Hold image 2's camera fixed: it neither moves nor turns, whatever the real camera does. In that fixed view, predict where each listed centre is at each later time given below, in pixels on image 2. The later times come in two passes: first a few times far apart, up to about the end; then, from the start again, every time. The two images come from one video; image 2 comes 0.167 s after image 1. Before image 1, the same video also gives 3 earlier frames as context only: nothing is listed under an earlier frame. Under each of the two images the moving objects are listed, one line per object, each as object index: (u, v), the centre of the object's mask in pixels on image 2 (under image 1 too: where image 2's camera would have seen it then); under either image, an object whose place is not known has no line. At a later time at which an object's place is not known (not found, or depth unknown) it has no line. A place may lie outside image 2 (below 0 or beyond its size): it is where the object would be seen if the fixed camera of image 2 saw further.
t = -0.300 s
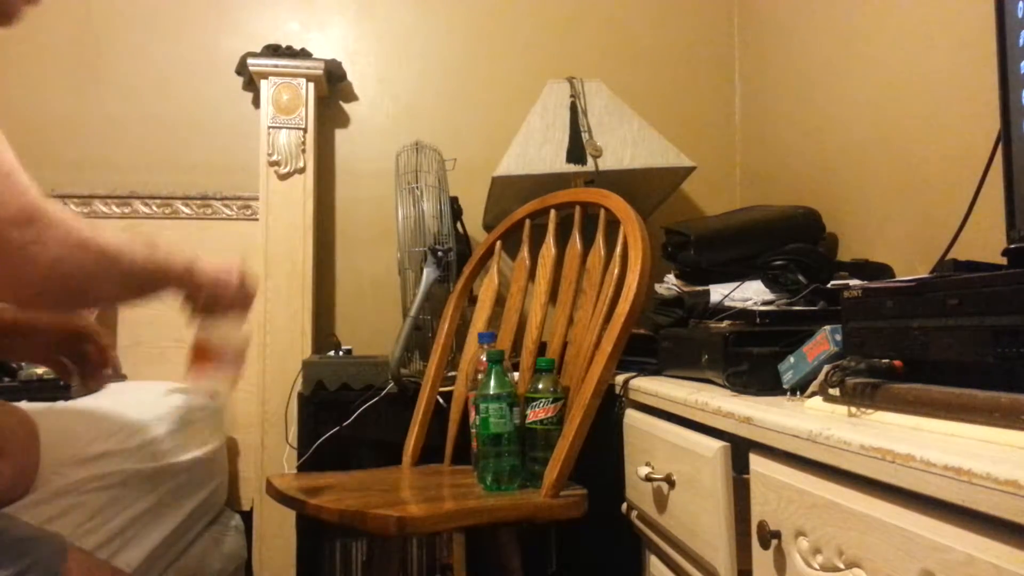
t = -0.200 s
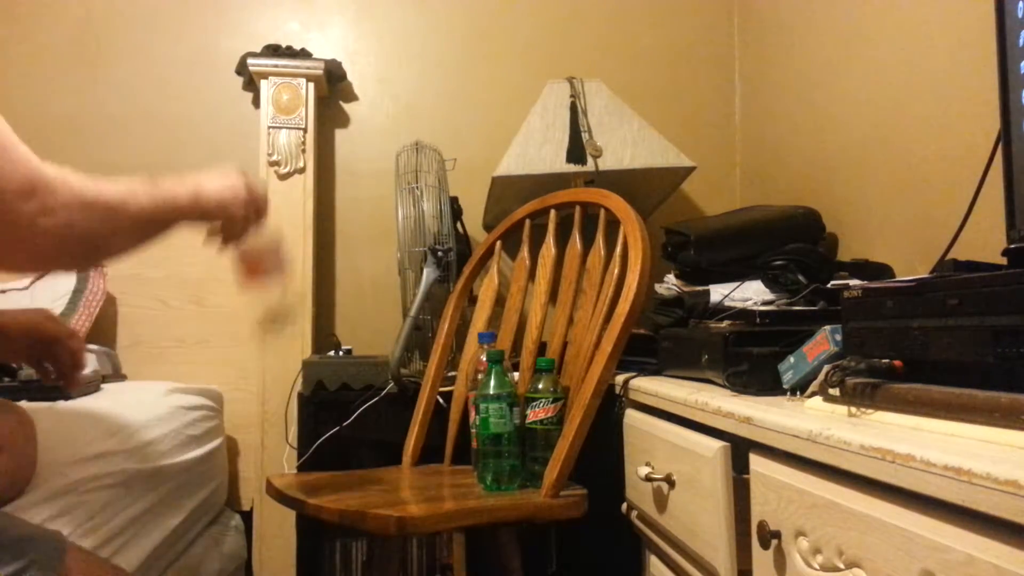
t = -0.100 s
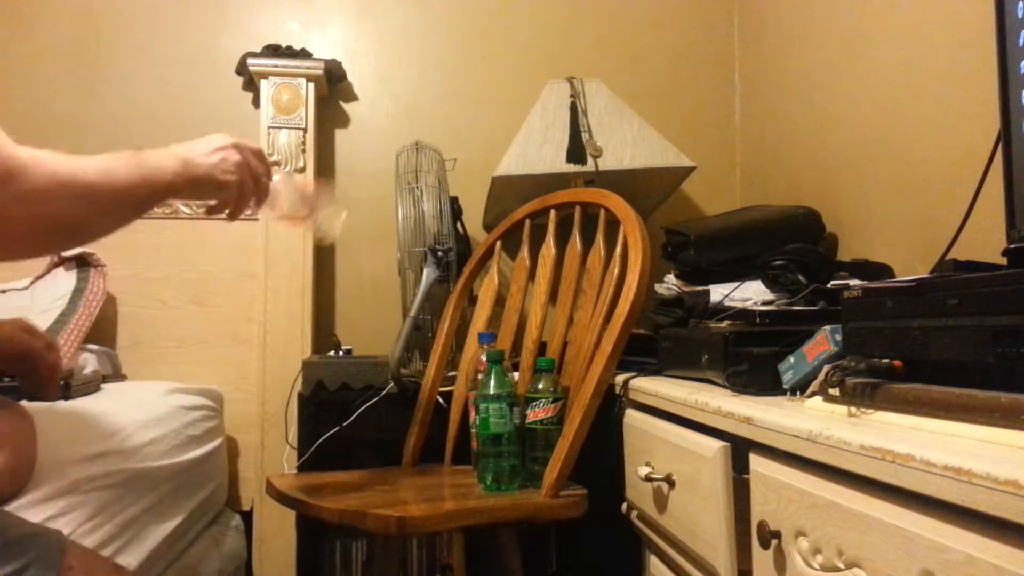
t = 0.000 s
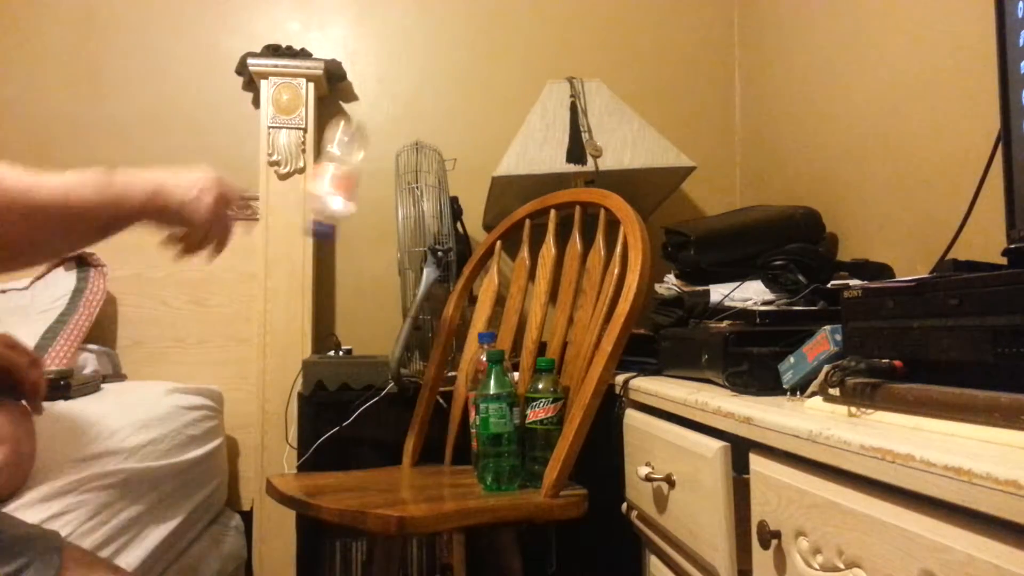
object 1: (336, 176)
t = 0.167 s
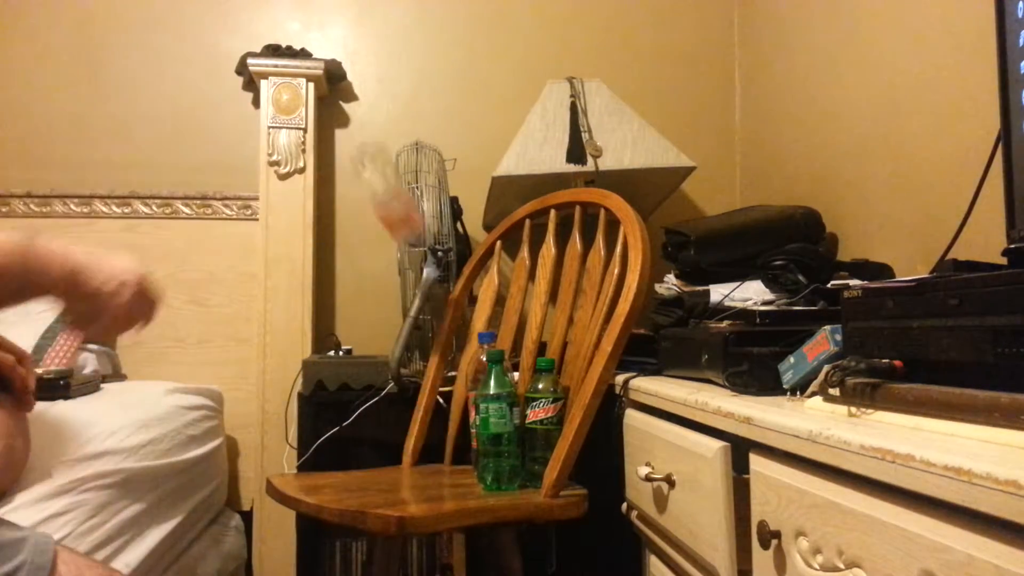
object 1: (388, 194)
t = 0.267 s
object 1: (421, 272)
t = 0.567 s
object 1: (442, 427)
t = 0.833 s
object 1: (441, 459)
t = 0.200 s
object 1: (392, 213)
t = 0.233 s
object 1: (416, 247)
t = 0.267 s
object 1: (421, 272)
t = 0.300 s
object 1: (418, 314)
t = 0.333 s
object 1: (419, 357)
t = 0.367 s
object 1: (425, 410)
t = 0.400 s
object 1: (428, 417)
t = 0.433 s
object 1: (432, 412)
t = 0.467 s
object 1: (438, 407)
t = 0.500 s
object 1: (441, 407)
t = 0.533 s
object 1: (442, 415)
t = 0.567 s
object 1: (442, 427)
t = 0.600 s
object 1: (442, 435)
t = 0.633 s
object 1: (443, 458)
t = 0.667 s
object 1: (448, 460)
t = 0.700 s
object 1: (447, 460)
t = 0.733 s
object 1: (445, 460)
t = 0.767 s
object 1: (443, 460)
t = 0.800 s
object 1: (442, 460)
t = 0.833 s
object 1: (441, 459)
